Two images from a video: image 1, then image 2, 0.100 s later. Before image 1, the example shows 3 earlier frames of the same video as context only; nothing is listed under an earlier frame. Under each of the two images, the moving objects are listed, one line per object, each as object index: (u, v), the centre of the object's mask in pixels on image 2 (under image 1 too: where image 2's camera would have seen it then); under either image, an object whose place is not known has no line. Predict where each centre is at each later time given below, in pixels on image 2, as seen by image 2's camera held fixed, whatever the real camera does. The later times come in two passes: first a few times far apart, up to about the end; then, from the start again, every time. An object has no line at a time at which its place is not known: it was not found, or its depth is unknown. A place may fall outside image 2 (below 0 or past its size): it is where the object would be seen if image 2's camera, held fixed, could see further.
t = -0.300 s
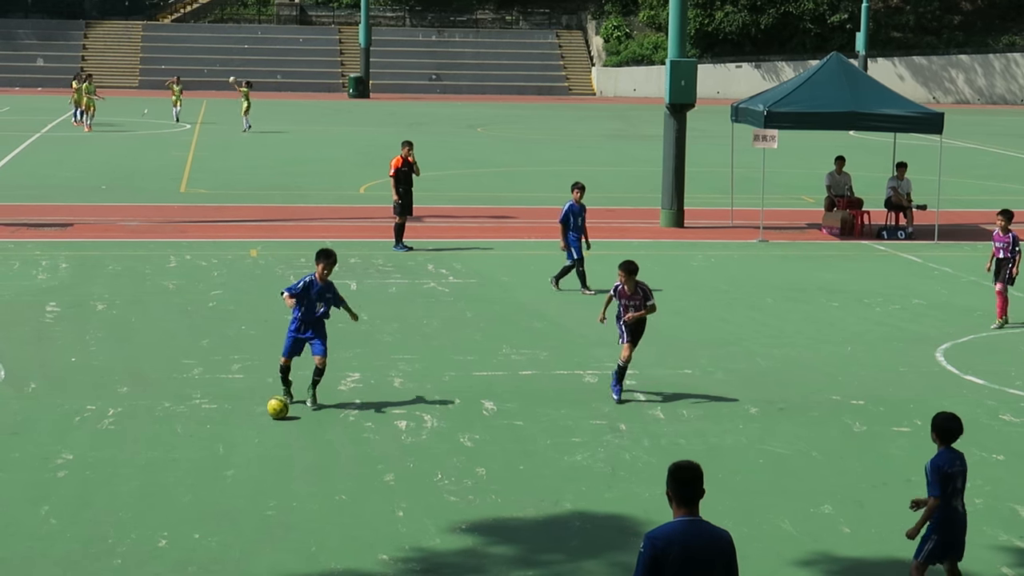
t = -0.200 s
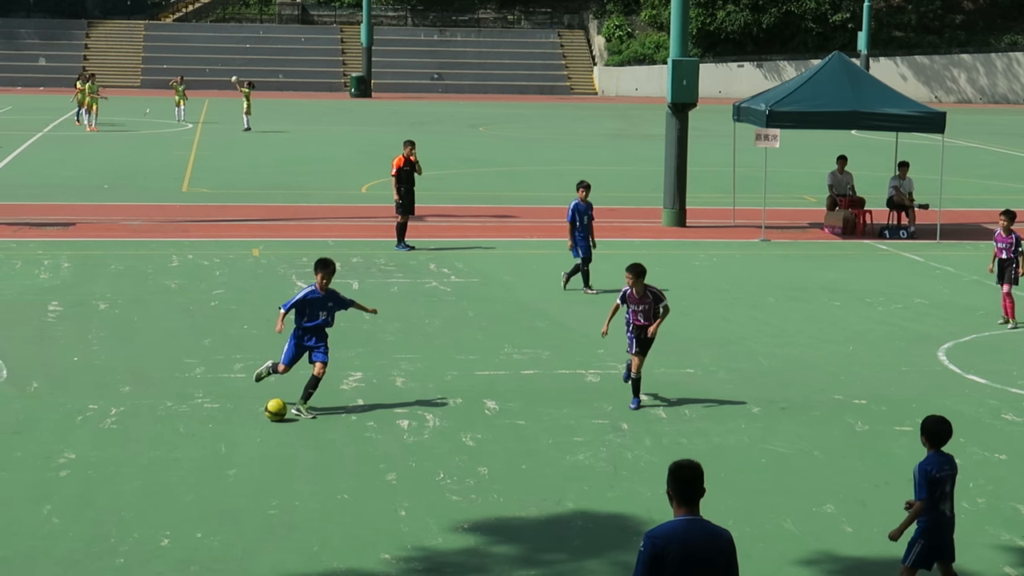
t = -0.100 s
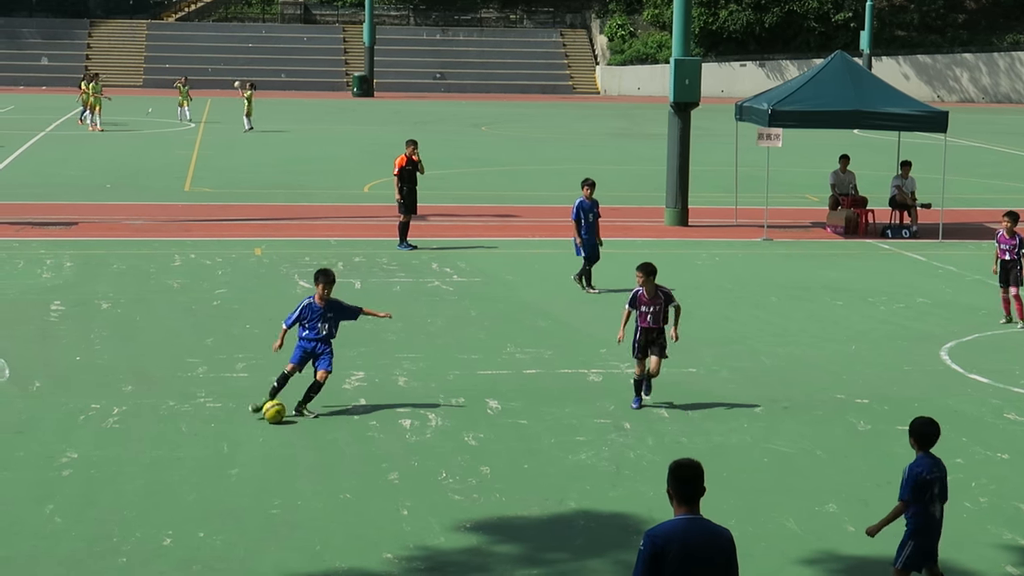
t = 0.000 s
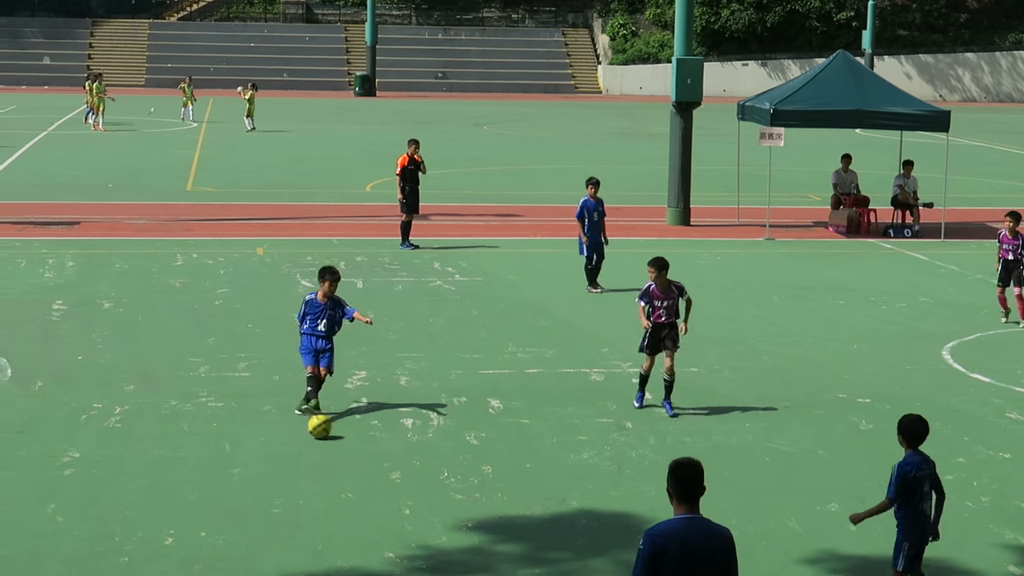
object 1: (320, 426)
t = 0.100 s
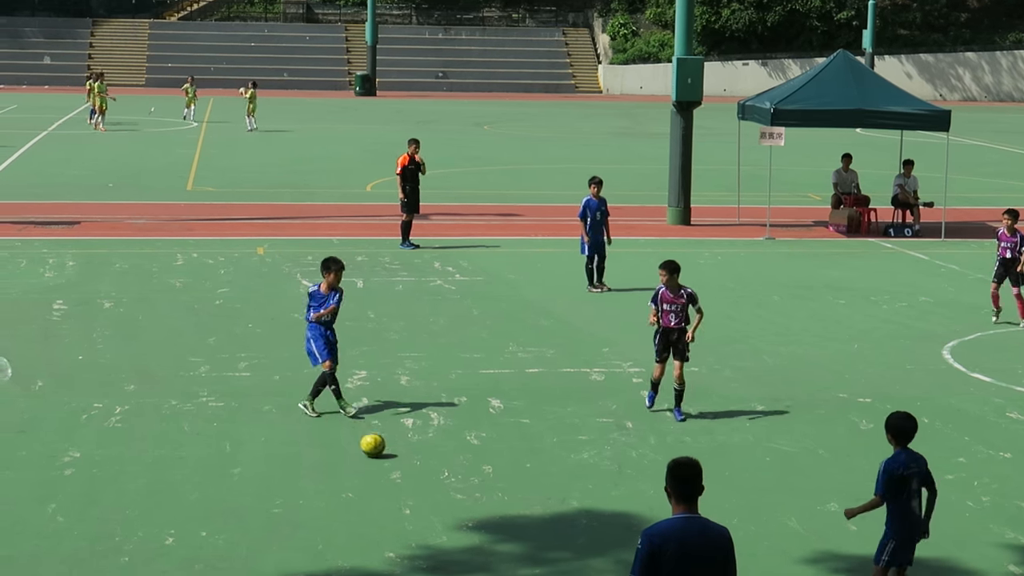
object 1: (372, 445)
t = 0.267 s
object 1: (457, 475)
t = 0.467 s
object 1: (553, 511)
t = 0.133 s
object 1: (390, 451)
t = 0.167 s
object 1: (407, 457)
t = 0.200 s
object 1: (424, 463)
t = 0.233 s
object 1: (441, 469)
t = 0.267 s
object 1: (457, 475)
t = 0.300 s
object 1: (474, 481)
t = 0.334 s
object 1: (490, 487)
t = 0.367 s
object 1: (507, 493)
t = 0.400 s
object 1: (522, 498)
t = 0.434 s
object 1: (537, 504)
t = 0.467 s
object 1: (553, 511)
